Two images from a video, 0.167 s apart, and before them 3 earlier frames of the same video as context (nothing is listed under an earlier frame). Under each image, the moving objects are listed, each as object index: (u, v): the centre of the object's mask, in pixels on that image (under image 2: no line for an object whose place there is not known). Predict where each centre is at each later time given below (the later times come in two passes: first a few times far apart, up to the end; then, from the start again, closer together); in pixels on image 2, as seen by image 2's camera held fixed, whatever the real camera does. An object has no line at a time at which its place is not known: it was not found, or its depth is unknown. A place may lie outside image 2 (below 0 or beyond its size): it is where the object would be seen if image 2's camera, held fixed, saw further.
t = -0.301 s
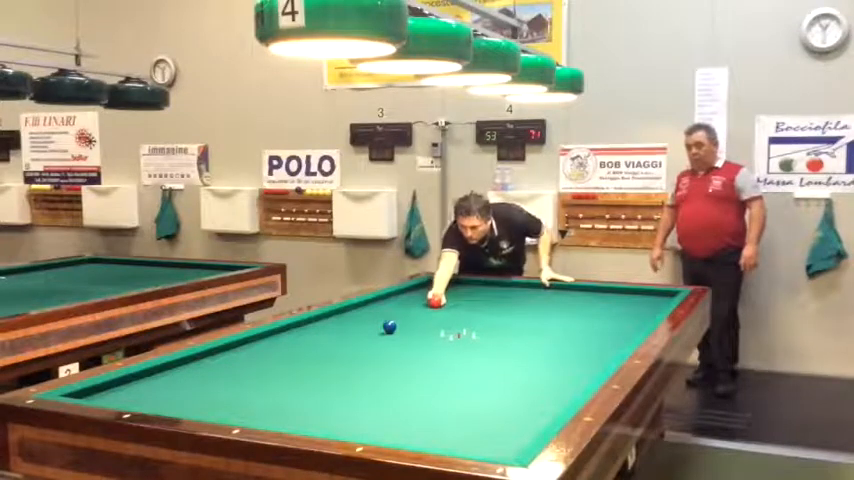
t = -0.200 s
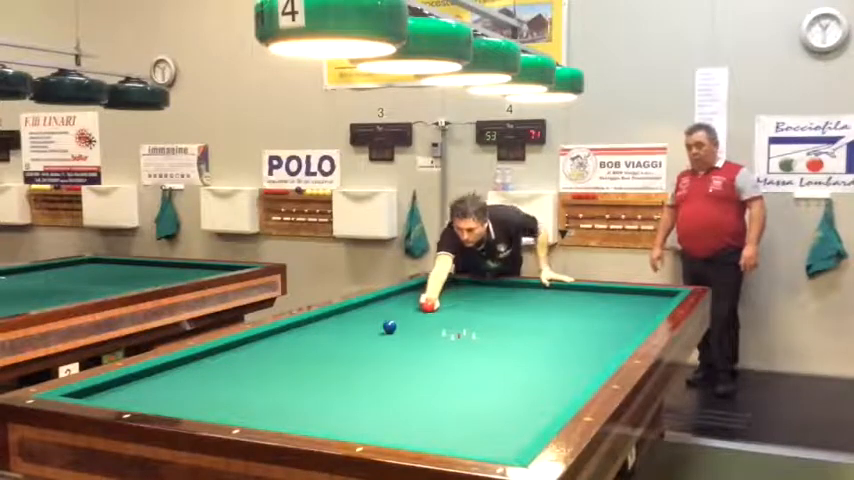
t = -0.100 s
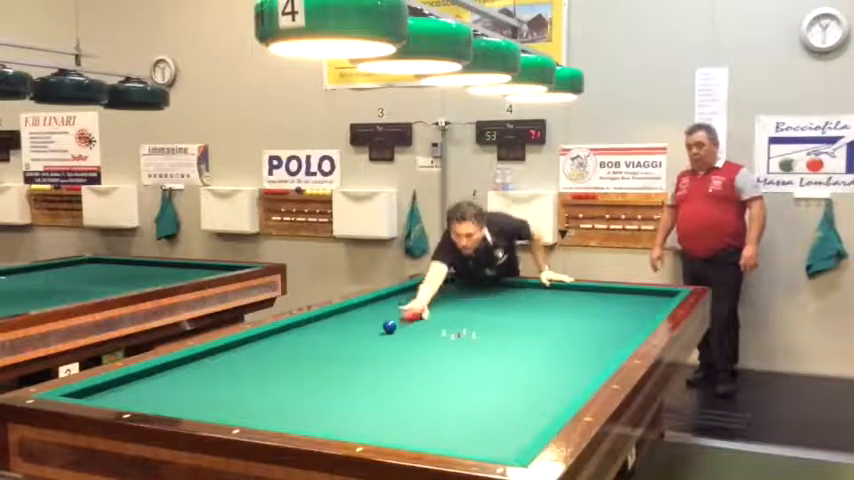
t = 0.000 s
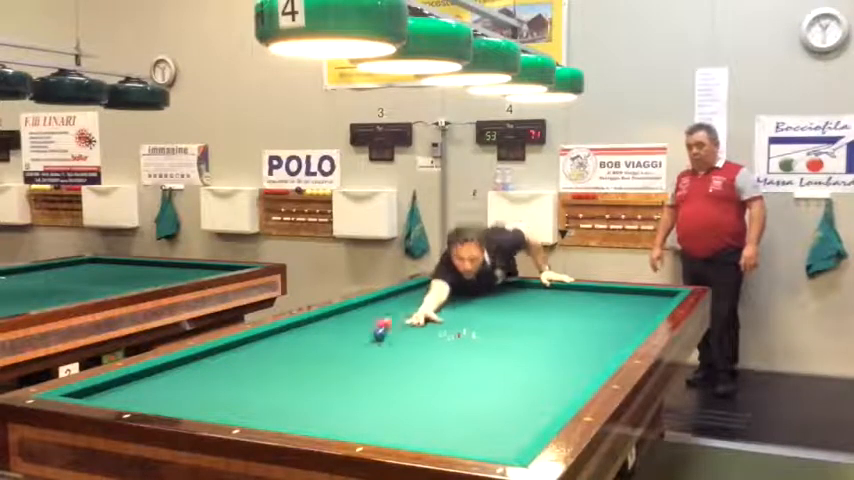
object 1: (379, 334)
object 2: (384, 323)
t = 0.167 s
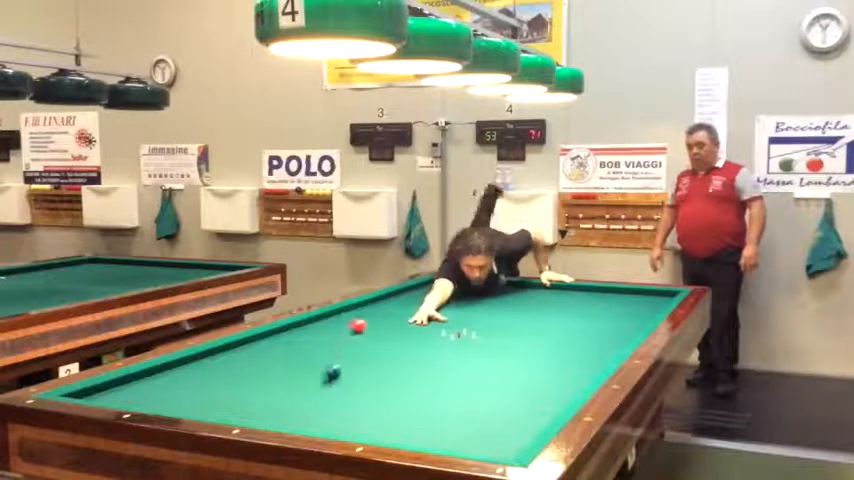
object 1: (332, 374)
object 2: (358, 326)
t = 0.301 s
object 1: (282, 414)
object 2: (338, 327)
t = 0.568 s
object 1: (388, 380)
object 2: (298, 330)
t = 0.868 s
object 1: (483, 342)
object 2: (272, 335)
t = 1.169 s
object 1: (541, 319)
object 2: (268, 342)
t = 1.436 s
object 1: (585, 302)
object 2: (264, 348)
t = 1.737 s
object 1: (615, 292)
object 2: (259, 356)
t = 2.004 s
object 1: (603, 301)
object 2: (256, 362)
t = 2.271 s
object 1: (594, 309)
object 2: (252, 369)
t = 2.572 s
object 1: (583, 319)
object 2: (248, 377)
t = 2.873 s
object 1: (572, 329)
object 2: (243, 384)
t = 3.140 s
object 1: (561, 339)
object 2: (239, 391)
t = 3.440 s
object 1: (547, 354)
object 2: (234, 400)
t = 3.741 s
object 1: (532, 368)
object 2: (230, 407)
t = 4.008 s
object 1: (516, 383)
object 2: (227, 411)
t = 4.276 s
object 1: (496, 402)
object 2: (234, 414)
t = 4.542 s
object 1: (472, 425)
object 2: (250, 413)
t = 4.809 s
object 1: (448, 443)
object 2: (262, 412)
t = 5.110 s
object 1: (465, 437)
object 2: (275, 411)
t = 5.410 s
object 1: (484, 424)
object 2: (285, 409)
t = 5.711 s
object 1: (500, 413)
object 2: (295, 408)
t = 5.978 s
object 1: (513, 405)
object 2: (302, 406)
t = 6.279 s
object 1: (526, 395)
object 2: (309, 405)
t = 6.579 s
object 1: (537, 387)
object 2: (314, 404)
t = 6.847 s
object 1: (546, 381)
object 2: (318, 403)
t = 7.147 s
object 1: (556, 374)
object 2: (322, 403)
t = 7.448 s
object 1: (564, 369)
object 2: (325, 402)
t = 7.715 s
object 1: (571, 364)
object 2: (327, 402)
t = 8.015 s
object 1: (578, 359)
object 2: (327, 402)
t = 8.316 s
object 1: (584, 355)
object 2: (327, 402)
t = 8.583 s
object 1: (589, 352)
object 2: (327, 401)
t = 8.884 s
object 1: (594, 348)
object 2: (327, 402)
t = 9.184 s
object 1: (599, 345)
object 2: (327, 402)
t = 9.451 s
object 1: (603, 342)
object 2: (327, 402)
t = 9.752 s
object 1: (606, 339)
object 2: (328, 402)
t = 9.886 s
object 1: (608, 338)
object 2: (327, 402)
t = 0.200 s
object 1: (321, 382)
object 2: (353, 326)
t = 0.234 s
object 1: (309, 392)
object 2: (348, 327)
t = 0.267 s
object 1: (295, 404)
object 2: (342, 327)
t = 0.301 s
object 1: (282, 414)
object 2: (338, 327)
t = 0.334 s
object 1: (273, 419)
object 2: (333, 328)
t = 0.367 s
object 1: (288, 417)
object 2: (327, 329)
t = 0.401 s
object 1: (309, 411)
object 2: (322, 329)
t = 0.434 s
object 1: (325, 406)
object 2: (318, 330)
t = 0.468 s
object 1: (343, 399)
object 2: (312, 330)
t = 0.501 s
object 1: (360, 392)
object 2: (308, 330)
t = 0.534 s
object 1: (375, 386)
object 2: (304, 330)
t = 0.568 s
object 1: (388, 380)
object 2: (298, 330)
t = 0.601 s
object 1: (402, 374)
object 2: (293, 331)
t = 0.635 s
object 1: (414, 369)
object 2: (286, 332)
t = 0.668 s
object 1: (426, 364)
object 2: (282, 332)
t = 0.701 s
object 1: (437, 360)
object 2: (277, 332)
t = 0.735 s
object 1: (447, 356)
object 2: (273, 334)
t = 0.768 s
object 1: (456, 352)
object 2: (272, 334)
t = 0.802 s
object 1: (466, 349)
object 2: (272, 334)
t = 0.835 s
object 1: (475, 346)
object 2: (272, 335)
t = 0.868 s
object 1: (483, 342)
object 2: (272, 335)
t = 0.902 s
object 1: (490, 338)
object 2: (272, 336)
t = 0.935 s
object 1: (498, 336)
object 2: (271, 336)
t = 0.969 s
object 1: (504, 333)
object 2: (271, 337)
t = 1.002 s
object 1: (511, 330)
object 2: (270, 338)
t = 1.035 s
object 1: (518, 328)
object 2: (270, 338)
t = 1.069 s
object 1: (524, 325)
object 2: (269, 340)
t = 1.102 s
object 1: (529, 323)
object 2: (269, 340)
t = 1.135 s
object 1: (536, 321)
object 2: (269, 341)
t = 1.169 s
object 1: (541, 319)
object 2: (268, 342)
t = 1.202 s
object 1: (546, 317)
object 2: (268, 343)
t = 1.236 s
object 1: (552, 315)
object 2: (267, 344)
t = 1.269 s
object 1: (557, 313)
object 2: (267, 344)
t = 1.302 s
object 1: (561, 311)
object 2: (266, 344)
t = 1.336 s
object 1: (572, 307)
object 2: (265, 346)
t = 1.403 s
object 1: (576, 305)
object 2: (265, 346)
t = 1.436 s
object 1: (585, 302)
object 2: (264, 348)
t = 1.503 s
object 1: (593, 299)
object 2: (263, 351)
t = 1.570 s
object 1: (597, 297)
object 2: (263, 351)
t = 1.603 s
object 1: (605, 294)
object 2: (262, 352)
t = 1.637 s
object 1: (612, 291)
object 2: (261, 353)
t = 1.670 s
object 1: (615, 291)
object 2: (260, 355)
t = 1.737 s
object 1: (615, 292)
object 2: (259, 356)
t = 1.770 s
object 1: (614, 292)
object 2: (259, 357)
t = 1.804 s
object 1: (612, 294)
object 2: (259, 358)
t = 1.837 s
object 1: (611, 294)
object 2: (258, 358)
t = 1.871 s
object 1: (609, 296)
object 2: (257, 359)
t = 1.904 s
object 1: (606, 297)
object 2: (257, 360)
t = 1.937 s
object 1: (605, 299)
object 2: (257, 361)
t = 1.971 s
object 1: (604, 300)
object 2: (256, 362)
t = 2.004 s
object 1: (603, 301)
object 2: (256, 362)
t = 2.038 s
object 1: (602, 301)
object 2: (255, 363)
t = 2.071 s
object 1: (600, 304)
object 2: (254, 364)
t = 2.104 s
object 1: (599, 304)
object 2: (254, 365)
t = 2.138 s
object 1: (598, 305)
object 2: (254, 366)
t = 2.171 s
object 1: (597, 306)
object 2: (253, 367)
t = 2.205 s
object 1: (596, 307)
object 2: (253, 368)
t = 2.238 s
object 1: (595, 307)
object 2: (252, 368)
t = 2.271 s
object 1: (594, 309)
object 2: (252, 369)
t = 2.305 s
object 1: (593, 309)
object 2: (251, 370)
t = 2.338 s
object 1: (591, 311)
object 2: (251, 371)
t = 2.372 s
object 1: (591, 312)
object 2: (251, 371)
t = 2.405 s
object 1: (590, 312)
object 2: (250, 372)
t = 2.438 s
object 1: (588, 315)
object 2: (249, 373)
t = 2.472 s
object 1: (587, 317)
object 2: (249, 374)
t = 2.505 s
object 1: (585, 318)
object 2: (248, 375)
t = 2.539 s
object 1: (585, 318)
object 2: (248, 376)
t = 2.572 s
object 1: (583, 319)
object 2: (248, 377)
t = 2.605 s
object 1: (582, 320)
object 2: (247, 378)
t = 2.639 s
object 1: (581, 321)
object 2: (247, 378)
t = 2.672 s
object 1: (580, 322)
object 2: (246, 379)
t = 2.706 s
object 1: (579, 324)
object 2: (246, 379)
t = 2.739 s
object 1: (577, 325)
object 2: (245, 380)
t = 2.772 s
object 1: (576, 326)
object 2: (245, 382)
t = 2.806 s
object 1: (575, 326)
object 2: (244, 382)
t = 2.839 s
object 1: (573, 328)
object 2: (244, 384)
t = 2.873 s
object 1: (572, 329)
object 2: (243, 384)
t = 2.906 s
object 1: (571, 330)
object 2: (242, 385)
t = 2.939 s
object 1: (569, 332)
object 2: (242, 386)
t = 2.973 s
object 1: (568, 333)
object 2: (242, 387)
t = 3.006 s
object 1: (567, 334)
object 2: (241, 387)
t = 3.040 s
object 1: (565, 335)
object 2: (241, 388)
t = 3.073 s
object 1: (564, 336)
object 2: (240, 389)
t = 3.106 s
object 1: (563, 338)
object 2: (240, 391)
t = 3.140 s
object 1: (561, 339)
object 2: (239, 391)
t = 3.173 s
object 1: (559, 340)
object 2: (239, 392)
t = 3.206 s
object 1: (559, 342)
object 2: (238, 394)
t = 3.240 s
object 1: (557, 344)
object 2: (237, 395)
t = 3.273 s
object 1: (555, 346)
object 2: (237, 395)
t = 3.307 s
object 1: (554, 348)
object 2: (237, 396)
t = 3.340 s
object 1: (552, 349)
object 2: (236, 397)
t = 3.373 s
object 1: (551, 350)
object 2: (235, 398)
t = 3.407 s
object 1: (549, 352)
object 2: (235, 399)
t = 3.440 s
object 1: (547, 354)
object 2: (234, 400)
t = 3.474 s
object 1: (546, 355)
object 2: (234, 401)
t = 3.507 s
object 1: (544, 357)
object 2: (234, 401)
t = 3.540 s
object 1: (542, 358)
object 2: (233, 403)
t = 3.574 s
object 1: (540, 359)
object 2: (233, 403)
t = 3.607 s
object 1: (539, 361)
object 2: (232, 404)
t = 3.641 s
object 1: (537, 363)
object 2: (232, 405)
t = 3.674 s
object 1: (535, 364)
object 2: (232, 405)
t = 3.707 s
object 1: (533, 366)
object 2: (230, 407)
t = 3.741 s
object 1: (532, 368)
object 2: (230, 407)
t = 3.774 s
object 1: (530, 370)
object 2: (229, 408)
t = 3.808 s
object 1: (528, 372)
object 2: (229, 409)
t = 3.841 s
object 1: (526, 373)
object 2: (228, 410)
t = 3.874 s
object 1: (524, 375)
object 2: (227, 411)
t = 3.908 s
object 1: (522, 377)
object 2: (227, 411)
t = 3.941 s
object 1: (520, 379)
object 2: (227, 411)
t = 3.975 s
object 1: (518, 381)
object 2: (227, 411)
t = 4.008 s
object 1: (516, 383)
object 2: (227, 411)
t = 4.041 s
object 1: (514, 385)
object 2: (227, 411)
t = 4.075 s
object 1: (512, 387)
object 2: (227, 412)
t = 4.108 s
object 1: (510, 389)
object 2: (227, 412)
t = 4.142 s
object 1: (507, 391)
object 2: (227, 412)
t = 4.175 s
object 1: (505, 393)
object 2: (231, 413)
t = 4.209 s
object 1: (501, 398)
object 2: (233, 414)
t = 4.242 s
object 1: (498, 400)
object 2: (233, 414)
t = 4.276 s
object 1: (496, 402)
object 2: (234, 414)
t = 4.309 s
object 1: (493, 405)
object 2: (236, 414)
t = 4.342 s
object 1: (491, 407)
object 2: (240, 412)
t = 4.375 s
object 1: (486, 412)
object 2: (242, 412)
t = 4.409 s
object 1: (483, 415)
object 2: (244, 413)
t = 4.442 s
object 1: (481, 417)
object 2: (245, 413)
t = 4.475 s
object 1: (478, 419)
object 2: (248, 413)
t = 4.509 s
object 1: (475, 422)
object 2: (250, 413)
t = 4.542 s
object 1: (472, 425)
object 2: (250, 413)
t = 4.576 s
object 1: (470, 427)
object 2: (252, 413)
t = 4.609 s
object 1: (467, 430)
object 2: (253, 413)
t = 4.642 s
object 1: (464, 433)
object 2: (255, 413)
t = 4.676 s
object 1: (461, 435)
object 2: (256, 413)
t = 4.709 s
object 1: (458, 438)
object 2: (259, 413)
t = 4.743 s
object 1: (455, 440)
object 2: (260, 413)
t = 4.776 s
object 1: (452, 442)
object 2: (261, 413)
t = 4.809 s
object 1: (448, 443)
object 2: (262, 412)
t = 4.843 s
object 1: (446, 444)
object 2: (264, 412)
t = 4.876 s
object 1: (447, 444)
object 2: (265, 412)
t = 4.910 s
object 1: (451, 443)
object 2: (266, 412)
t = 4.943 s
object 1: (453, 442)
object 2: (268, 412)
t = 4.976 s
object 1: (456, 441)
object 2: (269, 411)
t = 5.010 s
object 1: (458, 440)
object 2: (271, 411)
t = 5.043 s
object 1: (461, 439)
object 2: (272, 411)
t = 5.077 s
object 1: (463, 438)
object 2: (273, 411)
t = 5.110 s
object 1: (465, 437)
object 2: (275, 411)
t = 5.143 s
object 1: (468, 435)
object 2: (276, 410)
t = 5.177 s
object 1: (469, 434)
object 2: (277, 410)
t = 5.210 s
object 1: (471, 432)
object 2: (278, 410)
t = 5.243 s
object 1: (474, 431)
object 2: (279, 410)
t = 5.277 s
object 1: (476, 429)
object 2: (280, 410)
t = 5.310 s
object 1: (478, 428)
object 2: (282, 410)
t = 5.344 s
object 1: (480, 426)
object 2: (282, 410)
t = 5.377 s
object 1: (482, 425)
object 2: (284, 409)
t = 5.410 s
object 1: (484, 424)
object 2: (285, 409)
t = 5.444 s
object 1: (486, 422)
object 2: (286, 409)
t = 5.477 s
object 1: (487, 421)
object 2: (288, 408)
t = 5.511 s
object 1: (489, 420)
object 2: (289, 408)
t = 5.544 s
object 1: (491, 419)
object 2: (290, 408)
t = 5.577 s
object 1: (493, 417)
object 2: (290, 408)
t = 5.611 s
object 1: (495, 416)
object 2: (292, 408)
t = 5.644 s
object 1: (497, 415)
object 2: (293, 408)
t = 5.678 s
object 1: (498, 414)
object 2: (294, 408)
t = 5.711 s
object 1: (500, 413)
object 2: (295, 408)
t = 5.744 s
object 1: (502, 412)
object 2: (296, 407)
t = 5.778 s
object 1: (503, 411)
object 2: (297, 407)
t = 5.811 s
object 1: (505, 410)
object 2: (297, 407)
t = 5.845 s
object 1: (506, 409)
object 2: (299, 407)
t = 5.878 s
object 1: (508, 407)
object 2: (300, 407)
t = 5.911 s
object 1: (510, 406)
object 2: (300, 407)
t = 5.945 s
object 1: (511, 405)
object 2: (301, 407)
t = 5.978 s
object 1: (513, 405)
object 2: (302, 406)
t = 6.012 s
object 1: (515, 403)
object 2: (303, 406)
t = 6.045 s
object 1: (516, 403)
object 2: (304, 406)
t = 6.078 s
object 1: (518, 401)
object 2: (305, 406)
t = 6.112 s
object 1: (519, 400)
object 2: (305, 406)
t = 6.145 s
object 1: (520, 399)
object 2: (306, 405)
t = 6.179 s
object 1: (522, 398)
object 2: (306, 405)
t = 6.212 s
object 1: (523, 397)
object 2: (307, 405)
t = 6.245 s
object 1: (524, 396)
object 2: (308, 405)
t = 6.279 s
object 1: (526, 395)
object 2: (309, 405)
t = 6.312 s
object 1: (527, 395)
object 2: (310, 405)
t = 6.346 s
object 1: (529, 393)
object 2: (310, 405)
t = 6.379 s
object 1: (530, 392)
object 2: (311, 404)
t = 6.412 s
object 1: (531, 392)
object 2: (311, 404)
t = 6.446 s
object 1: (532, 390)
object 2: (312, 404)
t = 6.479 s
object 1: (533, 390)
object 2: (313, 404)
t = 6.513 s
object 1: (535, 389)
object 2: (313, 404)
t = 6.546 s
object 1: (536, 388)
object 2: (314, 404)
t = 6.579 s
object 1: (537, 387)
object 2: (314, 404)
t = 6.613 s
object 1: (538, 386)
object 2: (315, 404)
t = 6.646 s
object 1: (539, 386)
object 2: (315, 404)
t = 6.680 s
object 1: (540, 385)
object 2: (316, 403)
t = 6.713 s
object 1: (542, 384)
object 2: (317, 404)
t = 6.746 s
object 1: (543, 383)
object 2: (317, 403)
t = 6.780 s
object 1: (544, 382)
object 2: (318, 403)
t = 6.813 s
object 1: (545, 381)
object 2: (318, 403)
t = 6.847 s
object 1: (546, 381)
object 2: (318, 403)
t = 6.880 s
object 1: (547, 380)
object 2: (319, 403)
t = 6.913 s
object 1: (548, 379)
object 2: (320, 403)
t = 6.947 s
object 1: (550, 379)
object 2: (320, 403)
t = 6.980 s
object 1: (551, 378)
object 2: (320, 403)
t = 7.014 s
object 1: (552, 377)
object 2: (321, 403)
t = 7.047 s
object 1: (553, 376)
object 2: (321, 403)
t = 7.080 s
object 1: (554, 376)
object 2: (322, 403)
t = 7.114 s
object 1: (555, 375)
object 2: (322, 403)
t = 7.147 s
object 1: (556, 374)
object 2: (322, 403)
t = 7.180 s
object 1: (557, 374)
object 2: (323, 403)
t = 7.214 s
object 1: (558, 373)
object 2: (323, 402)
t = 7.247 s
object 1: (559, 373)
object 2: (323, 402)
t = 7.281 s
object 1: (560, 372)
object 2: (323, 402)
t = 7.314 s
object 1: (560, 372)
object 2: (324, 402)
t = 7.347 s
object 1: (561, 371)
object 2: (324, 402)
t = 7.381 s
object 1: (562, 370)
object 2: (325, 402)
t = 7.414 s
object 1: (563, 369)
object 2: (325, 402)
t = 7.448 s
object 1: (564, 369)
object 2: (325, 402)
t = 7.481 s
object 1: (565, 368)
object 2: (326, 402)
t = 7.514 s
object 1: (566, 368)
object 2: (326, 402)
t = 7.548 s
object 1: (567, 367)
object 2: (326, 402)
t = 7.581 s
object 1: (568, 366)
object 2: (326, 402)
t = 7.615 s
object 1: (568, 366)
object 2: (326, 402)
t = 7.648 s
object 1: (570, 365)
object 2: (326, 402)
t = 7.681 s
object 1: (570, 364)
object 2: (327, 402)
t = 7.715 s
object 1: (571, 364)
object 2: (327, 402)
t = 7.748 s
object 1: (572, 363)
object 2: (327, 402)
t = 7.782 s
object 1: (573, 363)
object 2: (327, 402)
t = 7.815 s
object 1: (574, 362)
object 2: (327, 402)
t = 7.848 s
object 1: (574, 362)
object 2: (327, 402)
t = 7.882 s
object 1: (575, 361)
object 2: (327, 402)
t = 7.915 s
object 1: (576, 361)
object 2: (327, 402)
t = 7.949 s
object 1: (577, 360)
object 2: (327, 402)
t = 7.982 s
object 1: (577, 360)
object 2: (327, 402)
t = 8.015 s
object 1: (578, 359)
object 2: (327, 402)
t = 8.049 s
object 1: (579, 359)
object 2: (327, 402)
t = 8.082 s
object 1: (580, 358)
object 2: (327, 402)
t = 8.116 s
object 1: (580, 358)
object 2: (327, 402)
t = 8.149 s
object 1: (581, 357)
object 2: (327, 402)
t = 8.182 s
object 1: (582, 357)
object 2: (327, 402)
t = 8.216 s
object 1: (582, 356)
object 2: (327, 402)
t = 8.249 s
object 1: (583, 356)
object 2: (327, 402)
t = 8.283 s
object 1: (584, 355)
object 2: (327, 402)
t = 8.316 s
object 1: (584, 355)
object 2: (327, 402)
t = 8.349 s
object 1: (585, 355)
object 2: (327, 402)
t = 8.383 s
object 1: (586, 354)
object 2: (327, 401)
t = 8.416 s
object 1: (586, 354)
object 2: (327, 401)
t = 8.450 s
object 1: (587, 353)
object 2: (327, 401)
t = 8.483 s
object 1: (587, 353)
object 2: (327, 401)
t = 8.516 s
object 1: (588, 352)
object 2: (327, 401)
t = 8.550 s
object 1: (588, 352)
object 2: (327, 401)
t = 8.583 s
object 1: (589, 352)
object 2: (327, 401)
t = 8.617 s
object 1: (590, 351)
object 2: (327, 401)
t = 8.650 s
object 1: (590, 351)
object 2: (327, 401)
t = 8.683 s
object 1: (590, 350)
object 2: (327, 401)
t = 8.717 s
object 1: (591, 350)
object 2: (327, 401)
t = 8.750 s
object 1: (592, 350)
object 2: (327, 401)
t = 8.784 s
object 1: (593, 349)
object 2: (327, 401)
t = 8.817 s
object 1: (593, 349)
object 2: (327, 402)
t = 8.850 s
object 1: (594, 348)
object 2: (327, 402)
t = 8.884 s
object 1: (594, 348)
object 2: (327, 402)
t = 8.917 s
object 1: (595, 348)
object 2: (327, 402)
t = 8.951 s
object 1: (595, 348)
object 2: (327, 402)
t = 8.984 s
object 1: (596, 347)
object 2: (327, 402)
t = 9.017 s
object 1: (597, 347)
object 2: (327, 402)
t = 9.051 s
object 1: (597, 347)
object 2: (327, 402)
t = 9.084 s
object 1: (598, 347)
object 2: (327, 402)
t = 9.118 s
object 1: (598, 346)
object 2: (327, 402)
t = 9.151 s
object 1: (599, 345)
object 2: (327, 402)
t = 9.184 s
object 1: (599, 345)
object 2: (327, 402)
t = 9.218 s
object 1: (599, 345)
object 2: (327, 402)
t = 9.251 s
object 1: (600, 345)
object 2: (327, 402)
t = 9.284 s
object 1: (600, 345)
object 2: (327, 402)
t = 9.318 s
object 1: (601, 344)
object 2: (327, 402)
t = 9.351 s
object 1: (601, 343)
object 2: (327, 402)
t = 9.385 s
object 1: (602, 342)
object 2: (327, 402)
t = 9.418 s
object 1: (602, 342)
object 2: (327, 402)
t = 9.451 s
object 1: (603, 342)
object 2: (327, 402)
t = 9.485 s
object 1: (603, 342)
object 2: (328, 402)
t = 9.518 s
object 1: (603, 341)
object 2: (327, 402)
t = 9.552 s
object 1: (604, 341)
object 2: (327, 402)
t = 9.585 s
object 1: (604, 341)
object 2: (327, 402)
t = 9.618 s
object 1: (604, 341)
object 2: (328, 402)
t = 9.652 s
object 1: (605, 341)
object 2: (328, 402)
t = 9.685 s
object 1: (605, 339)
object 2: (327, 402)
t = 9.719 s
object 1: (605, 339)
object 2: (327, 402)
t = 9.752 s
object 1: (606, 339)
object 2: (328, 402)
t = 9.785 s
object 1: (606, 338)
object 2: (327, 402)
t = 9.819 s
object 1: (607, 338)
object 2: (327, 402)
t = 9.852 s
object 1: (608, 338)
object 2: (327, 402)
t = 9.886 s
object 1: (608, 338)
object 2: (327, 402)
